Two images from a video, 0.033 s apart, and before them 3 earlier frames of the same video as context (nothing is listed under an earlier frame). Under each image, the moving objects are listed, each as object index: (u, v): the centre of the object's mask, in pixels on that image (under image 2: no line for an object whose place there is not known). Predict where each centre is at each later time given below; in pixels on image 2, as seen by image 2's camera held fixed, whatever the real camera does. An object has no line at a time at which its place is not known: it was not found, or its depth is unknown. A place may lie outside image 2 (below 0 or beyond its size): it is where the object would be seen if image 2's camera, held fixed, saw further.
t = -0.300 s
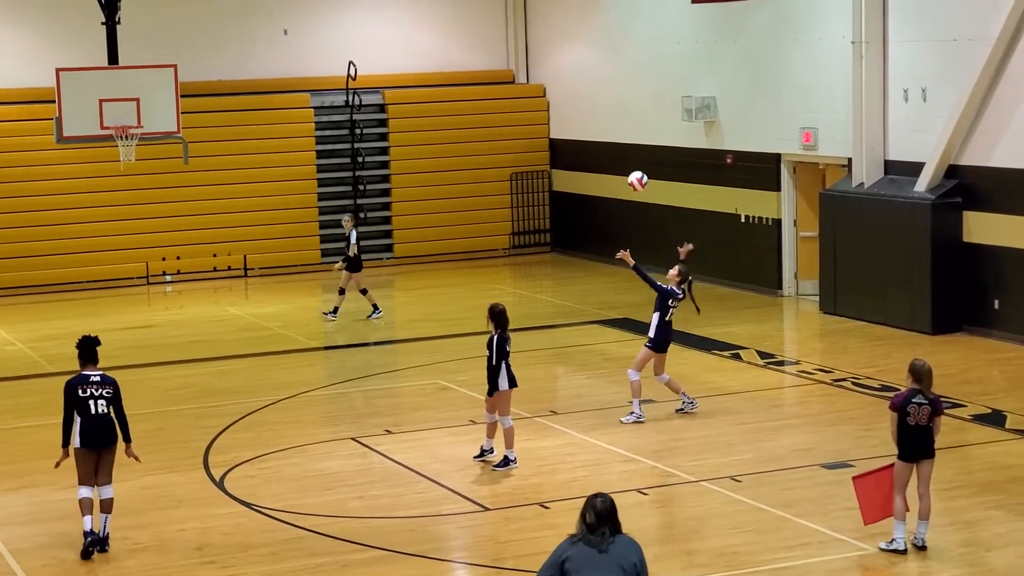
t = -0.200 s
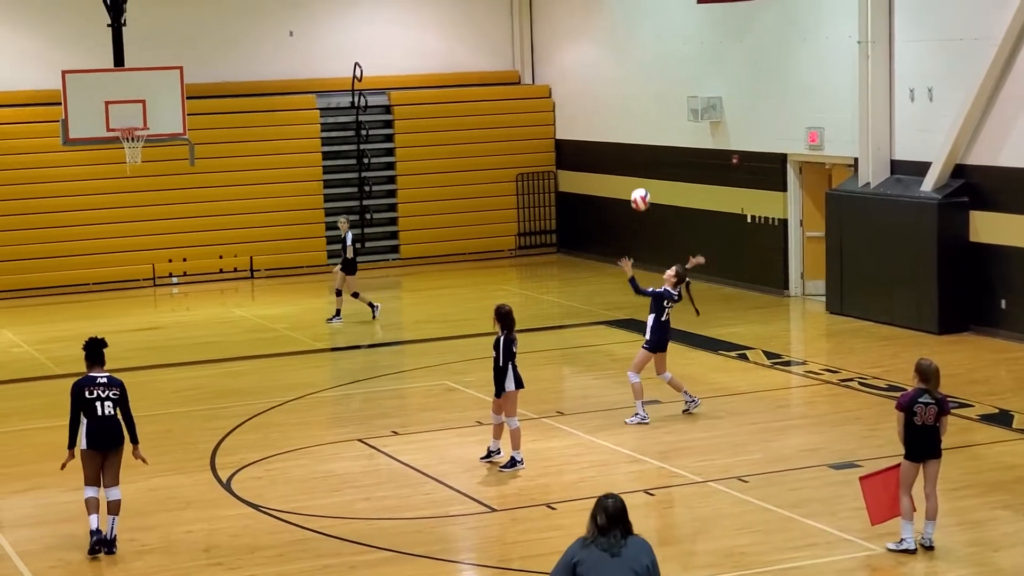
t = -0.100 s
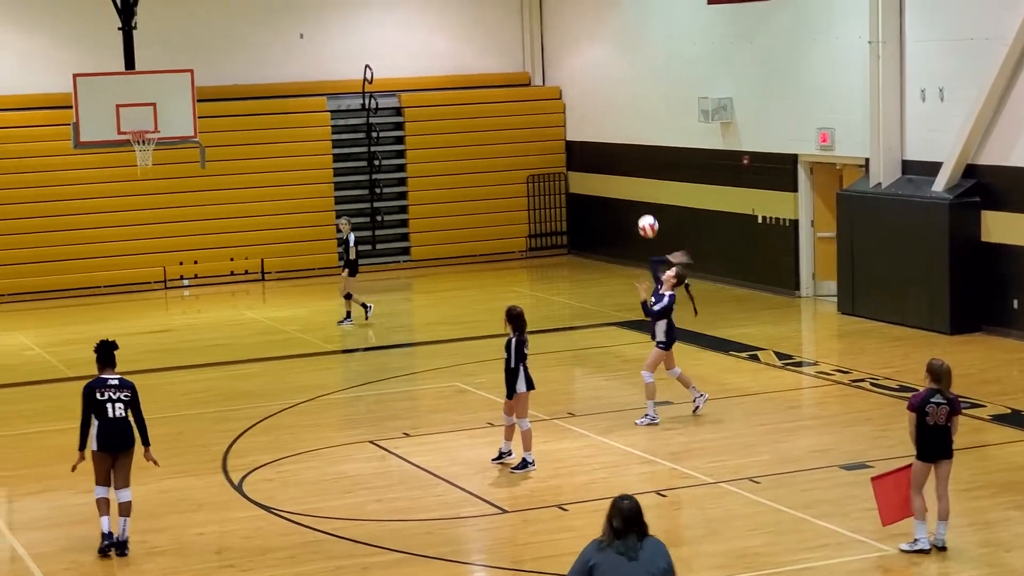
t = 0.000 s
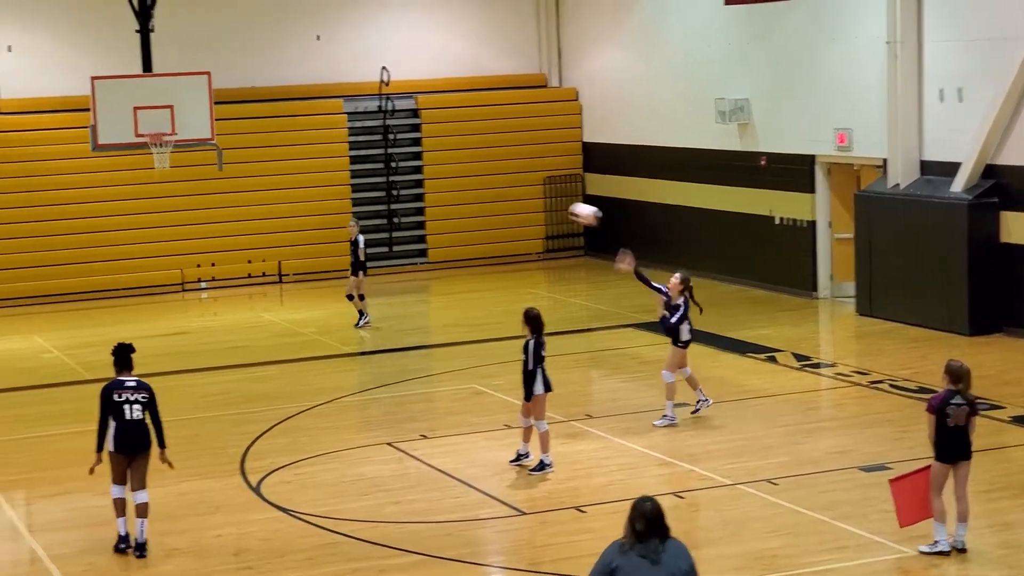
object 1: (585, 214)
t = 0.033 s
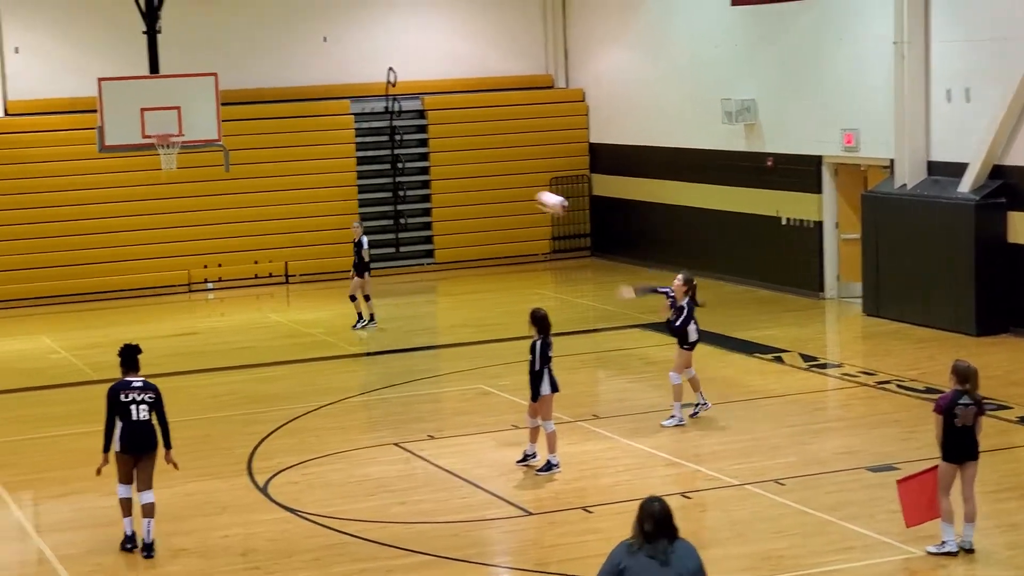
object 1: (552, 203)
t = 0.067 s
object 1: (512, 192)
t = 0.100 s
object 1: (473, 181)
